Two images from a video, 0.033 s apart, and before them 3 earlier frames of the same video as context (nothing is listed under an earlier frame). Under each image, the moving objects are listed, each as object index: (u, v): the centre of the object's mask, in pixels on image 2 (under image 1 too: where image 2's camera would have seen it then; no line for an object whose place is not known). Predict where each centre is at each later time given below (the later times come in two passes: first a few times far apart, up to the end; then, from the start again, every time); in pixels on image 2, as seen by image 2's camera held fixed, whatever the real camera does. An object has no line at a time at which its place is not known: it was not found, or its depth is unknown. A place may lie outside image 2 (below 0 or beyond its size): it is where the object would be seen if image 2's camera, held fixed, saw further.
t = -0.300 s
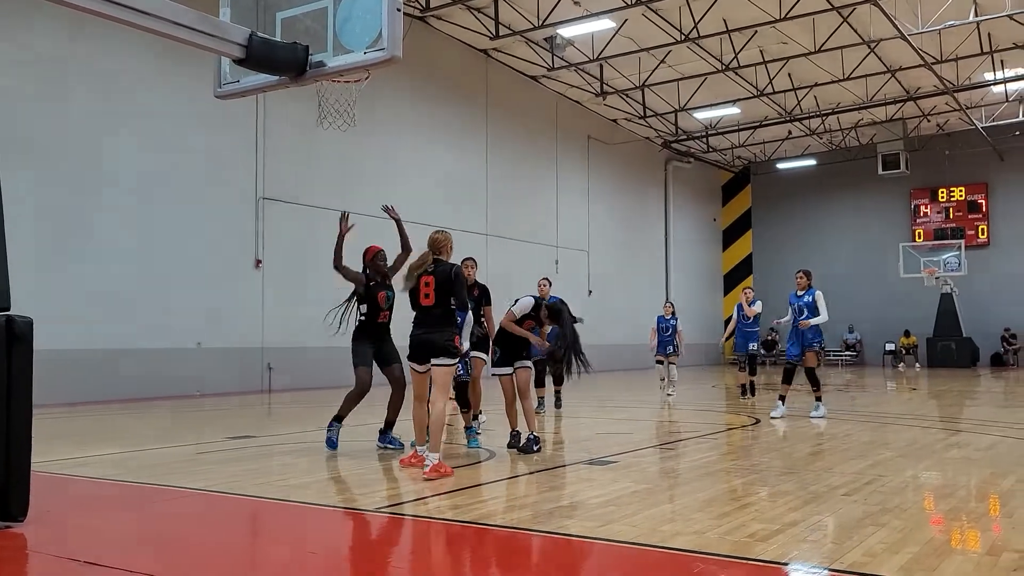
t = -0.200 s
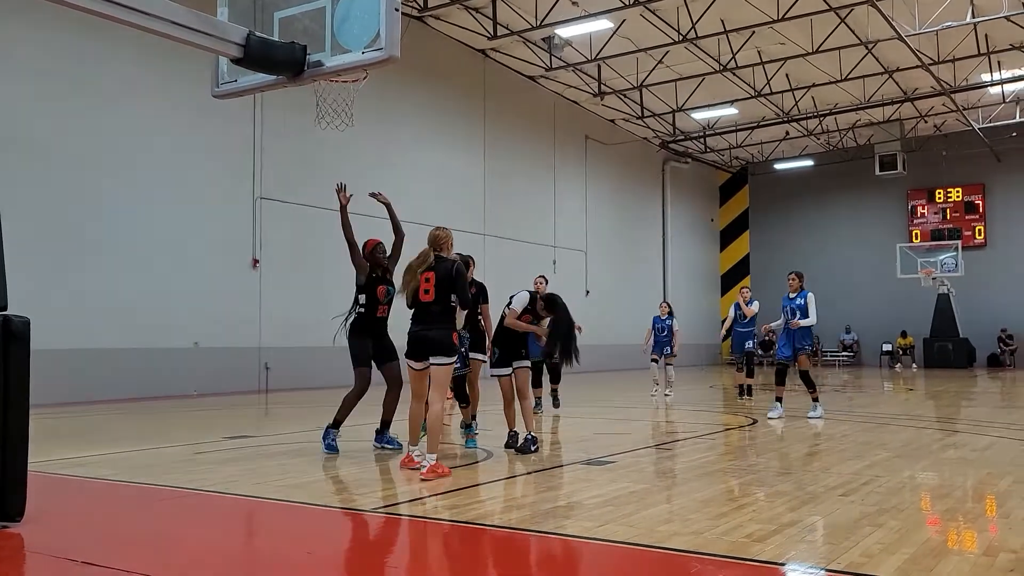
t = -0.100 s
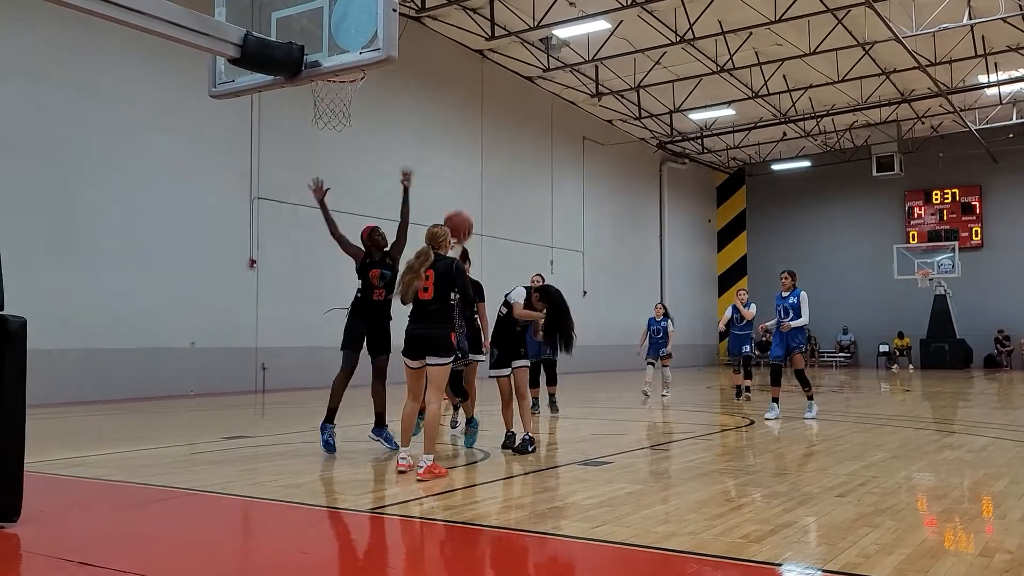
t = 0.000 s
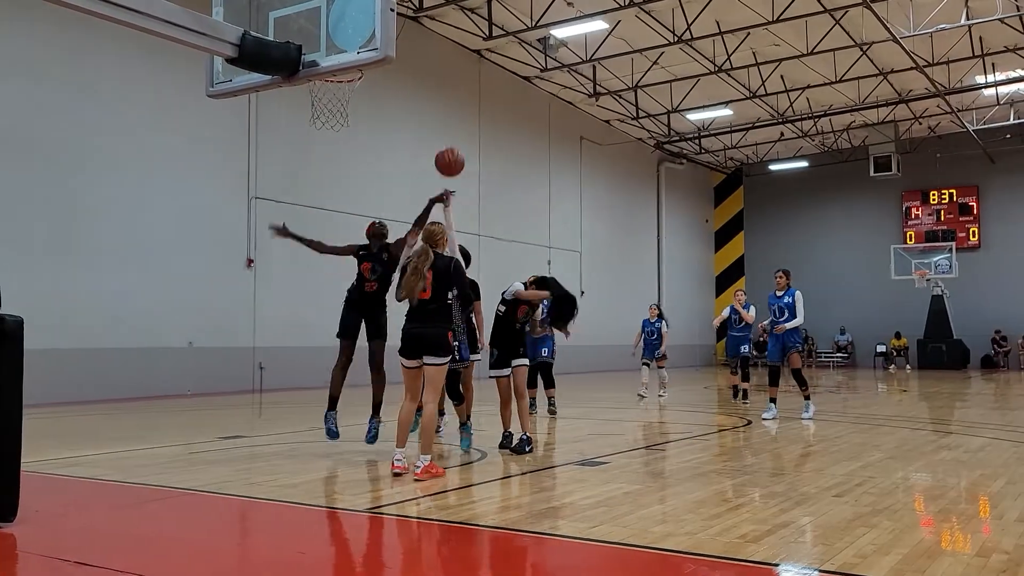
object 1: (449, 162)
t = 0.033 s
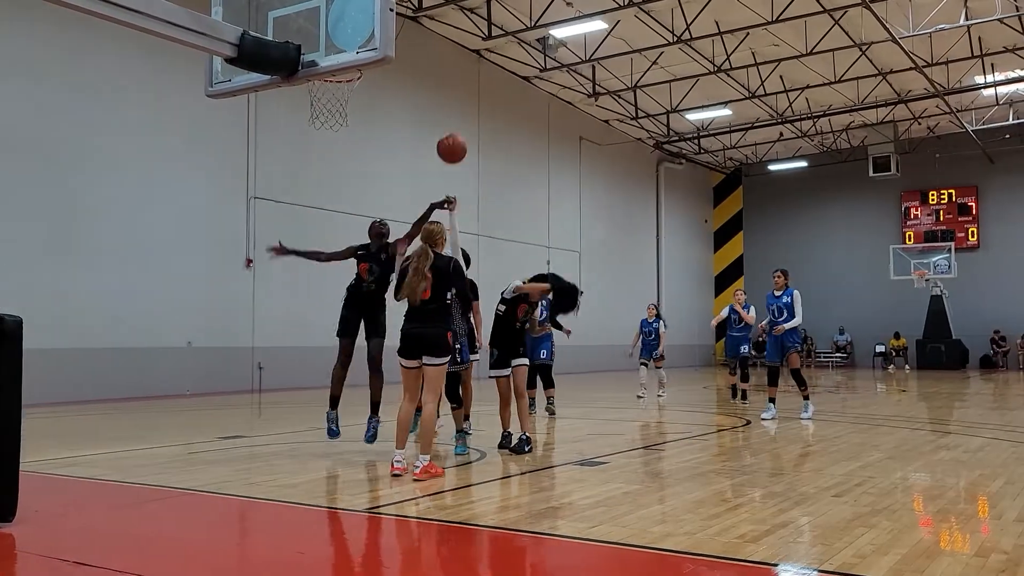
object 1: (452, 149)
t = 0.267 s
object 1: (473, 89)
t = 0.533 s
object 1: (501, 105)
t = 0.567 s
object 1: (504, 114)
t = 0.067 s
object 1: (454, 136)
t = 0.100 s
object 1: (457, 126)
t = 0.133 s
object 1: (460, 116)
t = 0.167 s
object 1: (463, 107)
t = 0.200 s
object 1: (467, 100)
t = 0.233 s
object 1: (469, 93)
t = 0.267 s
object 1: (473, 89)
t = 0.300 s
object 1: (476, 86)
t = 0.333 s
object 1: (479, 84)
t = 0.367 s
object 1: (483, 83)
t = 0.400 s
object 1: (486, 84)
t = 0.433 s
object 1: (490, 87)
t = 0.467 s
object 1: (493, 91)
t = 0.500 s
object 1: (497, 97)
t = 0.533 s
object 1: (501, 105)
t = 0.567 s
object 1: (504, 114)
